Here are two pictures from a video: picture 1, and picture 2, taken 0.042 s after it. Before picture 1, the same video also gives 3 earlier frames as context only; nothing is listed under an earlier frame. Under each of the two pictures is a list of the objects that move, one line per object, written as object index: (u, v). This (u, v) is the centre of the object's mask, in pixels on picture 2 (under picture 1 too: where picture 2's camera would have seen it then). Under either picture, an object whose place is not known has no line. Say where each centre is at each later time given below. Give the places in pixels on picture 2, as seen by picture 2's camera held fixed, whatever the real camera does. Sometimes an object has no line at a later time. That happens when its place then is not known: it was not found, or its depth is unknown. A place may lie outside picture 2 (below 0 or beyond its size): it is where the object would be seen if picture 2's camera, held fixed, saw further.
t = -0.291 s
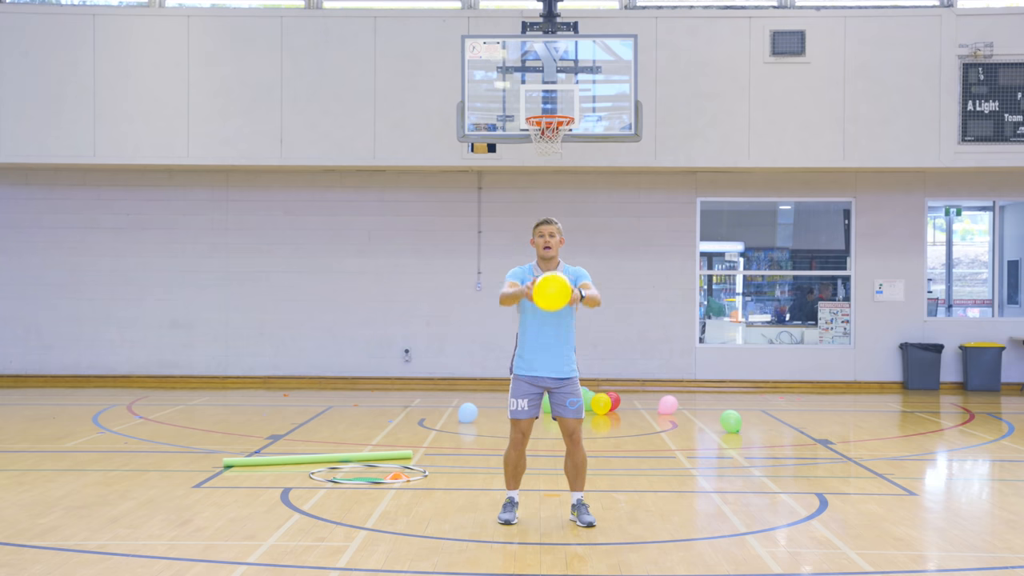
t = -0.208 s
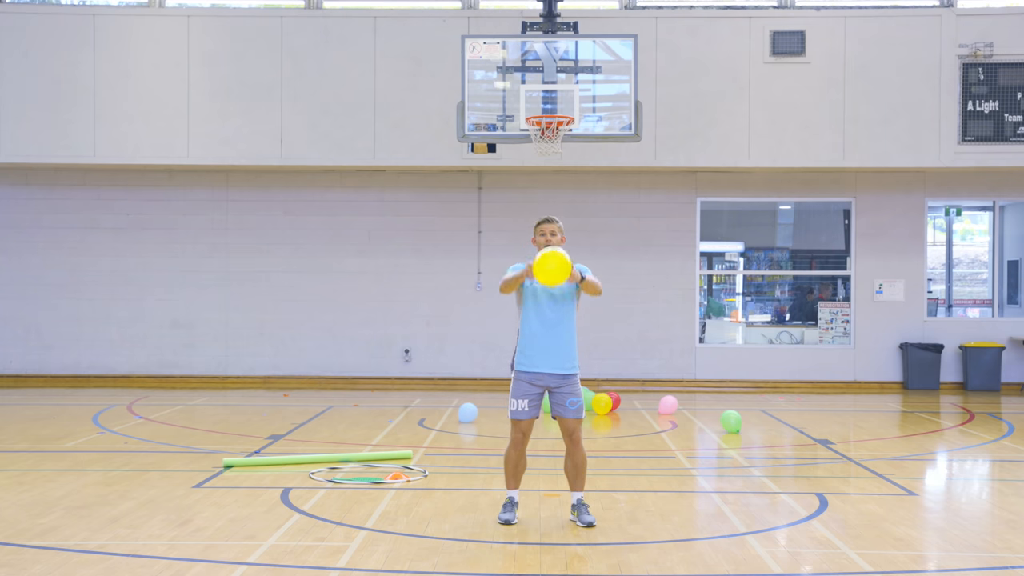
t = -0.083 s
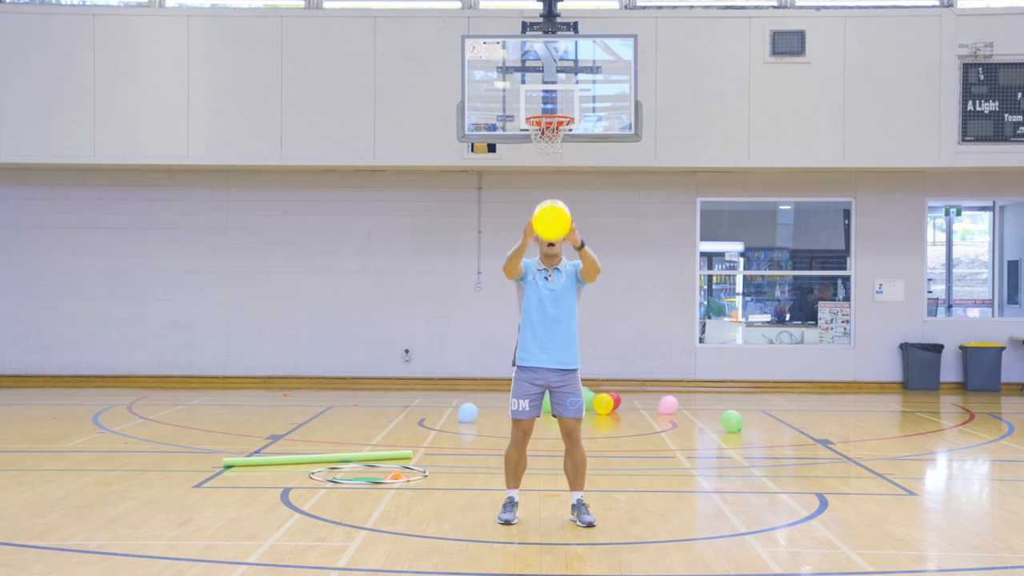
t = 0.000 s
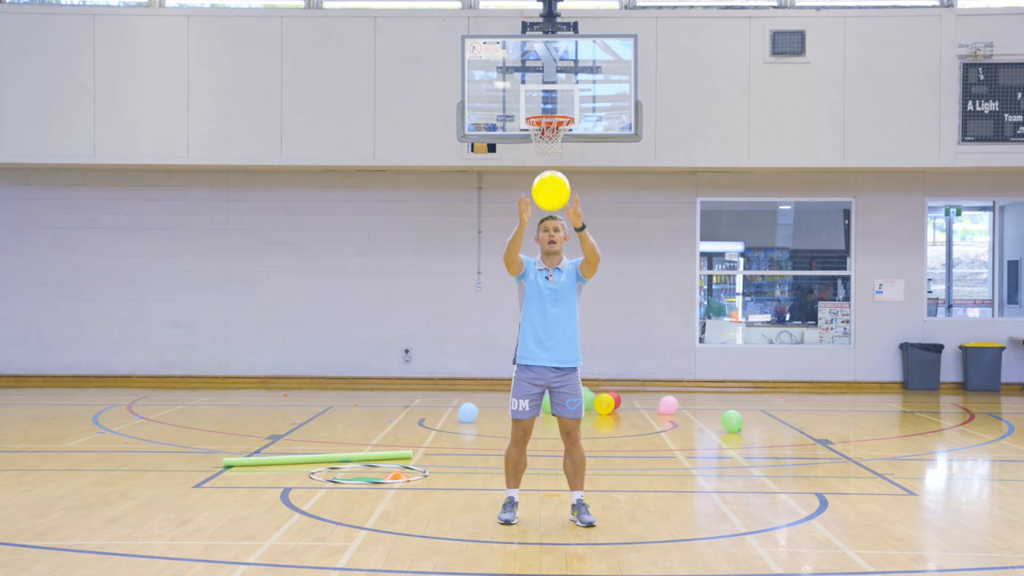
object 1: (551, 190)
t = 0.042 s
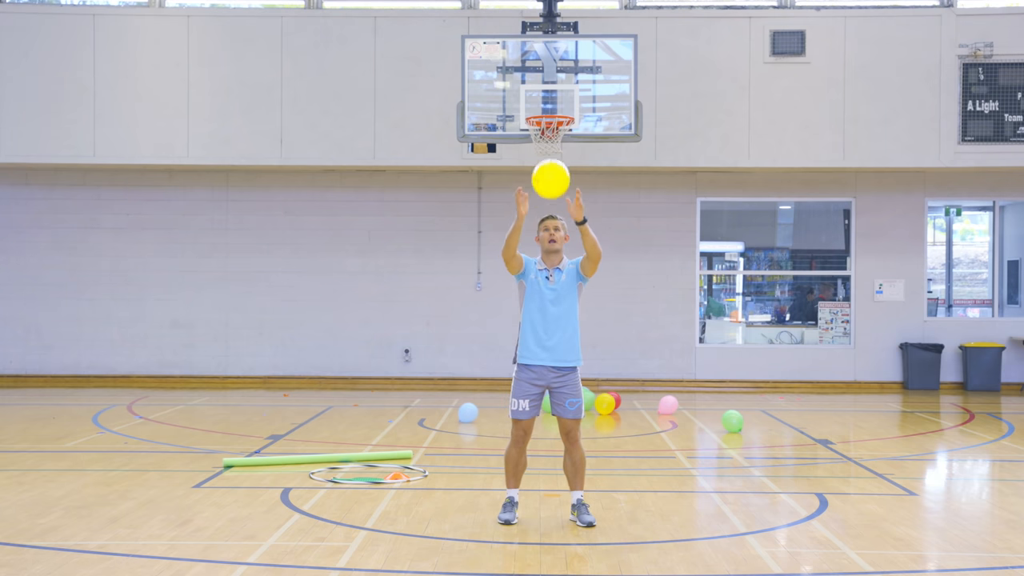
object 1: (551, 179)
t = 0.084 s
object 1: (550, 169)
